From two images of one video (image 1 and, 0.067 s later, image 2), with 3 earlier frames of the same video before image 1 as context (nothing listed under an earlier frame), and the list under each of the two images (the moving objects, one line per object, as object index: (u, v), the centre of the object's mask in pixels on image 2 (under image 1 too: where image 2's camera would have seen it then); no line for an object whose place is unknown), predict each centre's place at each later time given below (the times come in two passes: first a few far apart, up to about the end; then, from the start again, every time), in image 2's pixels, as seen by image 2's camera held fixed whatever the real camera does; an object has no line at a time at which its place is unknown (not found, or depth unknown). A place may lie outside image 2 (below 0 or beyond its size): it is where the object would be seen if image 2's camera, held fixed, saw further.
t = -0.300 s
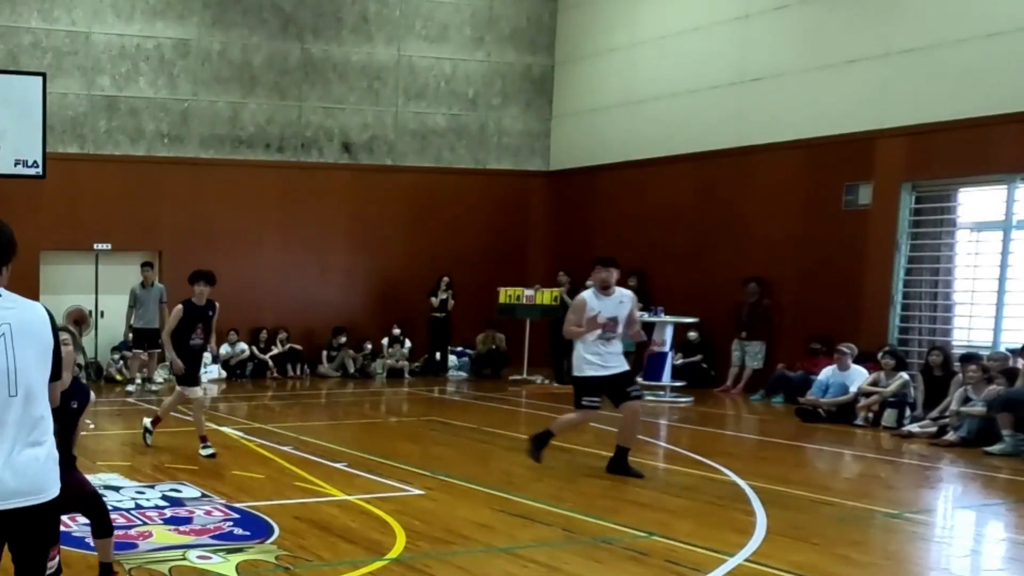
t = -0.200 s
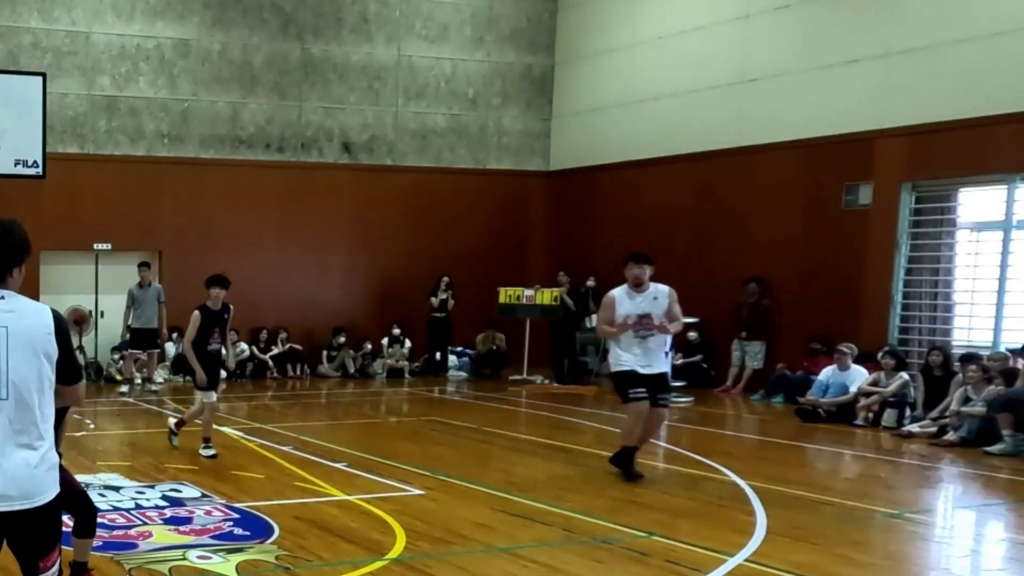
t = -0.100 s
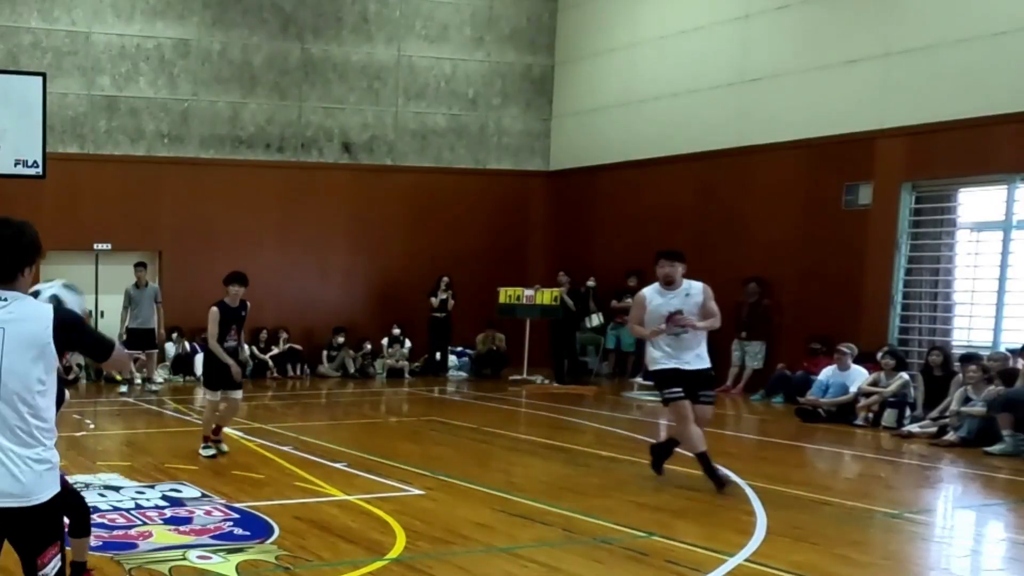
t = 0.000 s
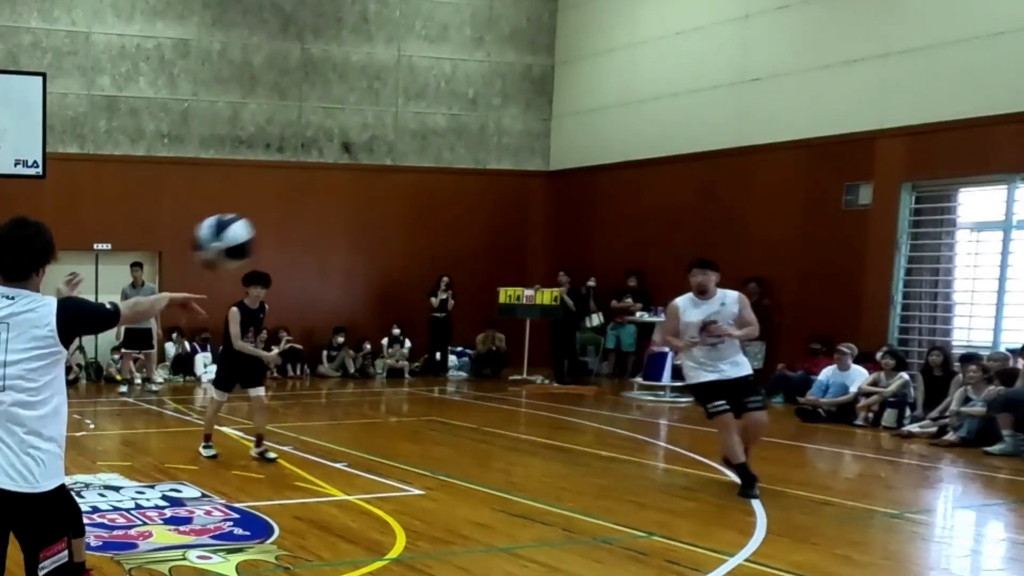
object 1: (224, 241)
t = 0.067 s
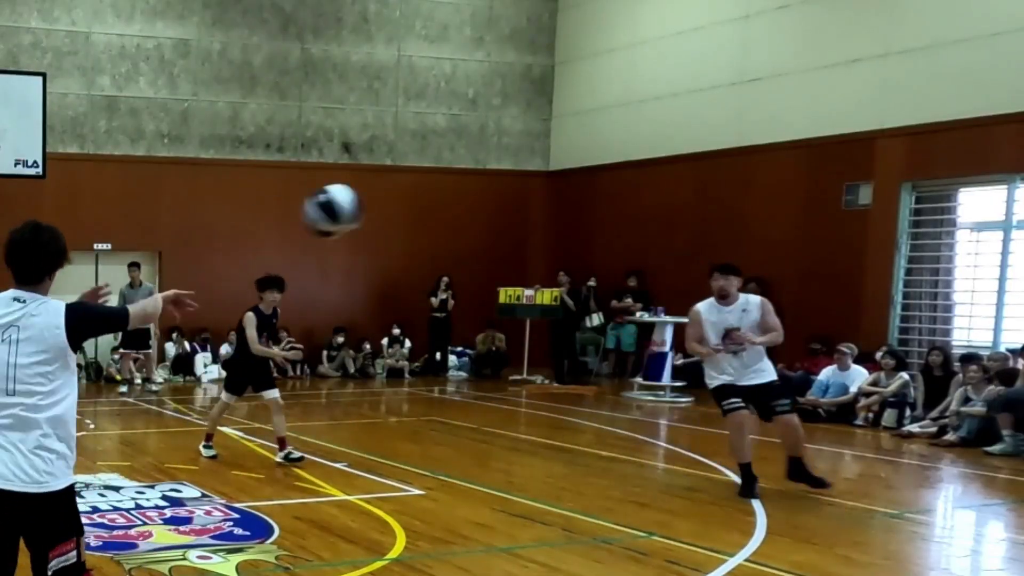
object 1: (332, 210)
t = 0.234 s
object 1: (556, 183)
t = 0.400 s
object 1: (727, 206)
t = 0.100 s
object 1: (383, 201)
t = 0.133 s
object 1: (431, 193)
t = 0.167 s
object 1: (475, 187)
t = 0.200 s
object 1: (516, 183)
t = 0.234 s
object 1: (556, 183)
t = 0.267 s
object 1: (595, 185)
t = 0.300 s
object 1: (631, 188)
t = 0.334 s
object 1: (664, 193)
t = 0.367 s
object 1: (697, 198)
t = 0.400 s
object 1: (727, 206)
